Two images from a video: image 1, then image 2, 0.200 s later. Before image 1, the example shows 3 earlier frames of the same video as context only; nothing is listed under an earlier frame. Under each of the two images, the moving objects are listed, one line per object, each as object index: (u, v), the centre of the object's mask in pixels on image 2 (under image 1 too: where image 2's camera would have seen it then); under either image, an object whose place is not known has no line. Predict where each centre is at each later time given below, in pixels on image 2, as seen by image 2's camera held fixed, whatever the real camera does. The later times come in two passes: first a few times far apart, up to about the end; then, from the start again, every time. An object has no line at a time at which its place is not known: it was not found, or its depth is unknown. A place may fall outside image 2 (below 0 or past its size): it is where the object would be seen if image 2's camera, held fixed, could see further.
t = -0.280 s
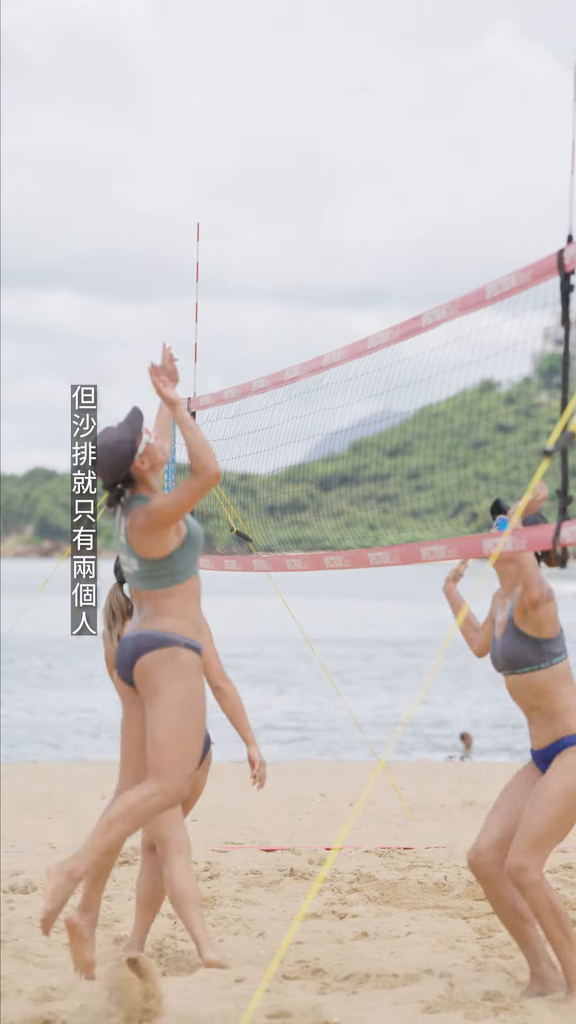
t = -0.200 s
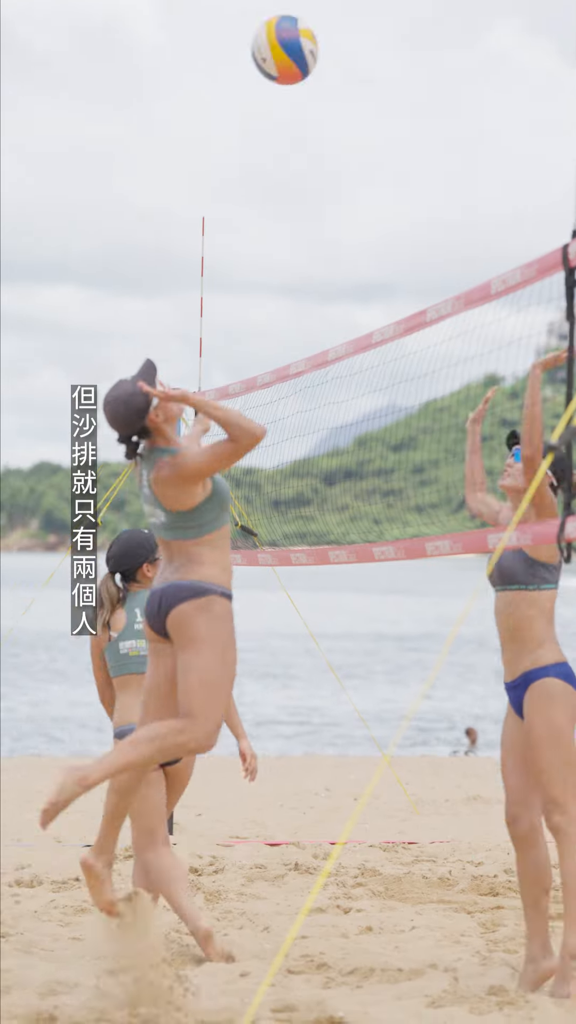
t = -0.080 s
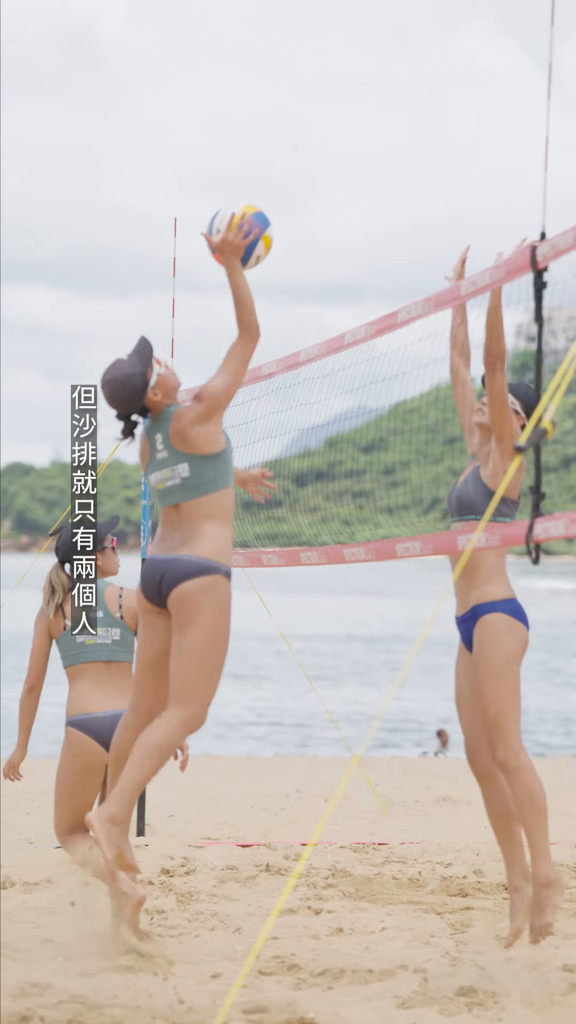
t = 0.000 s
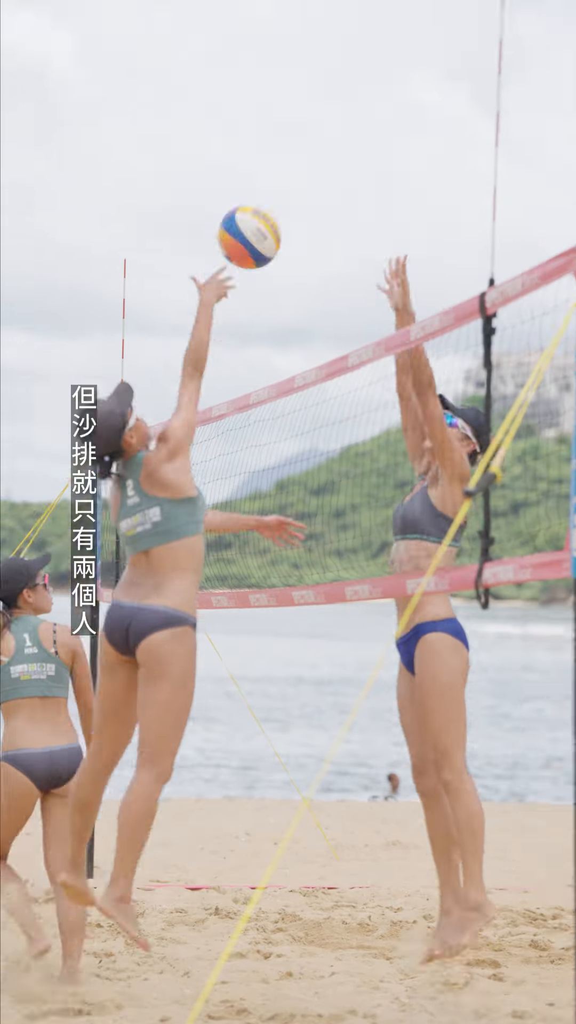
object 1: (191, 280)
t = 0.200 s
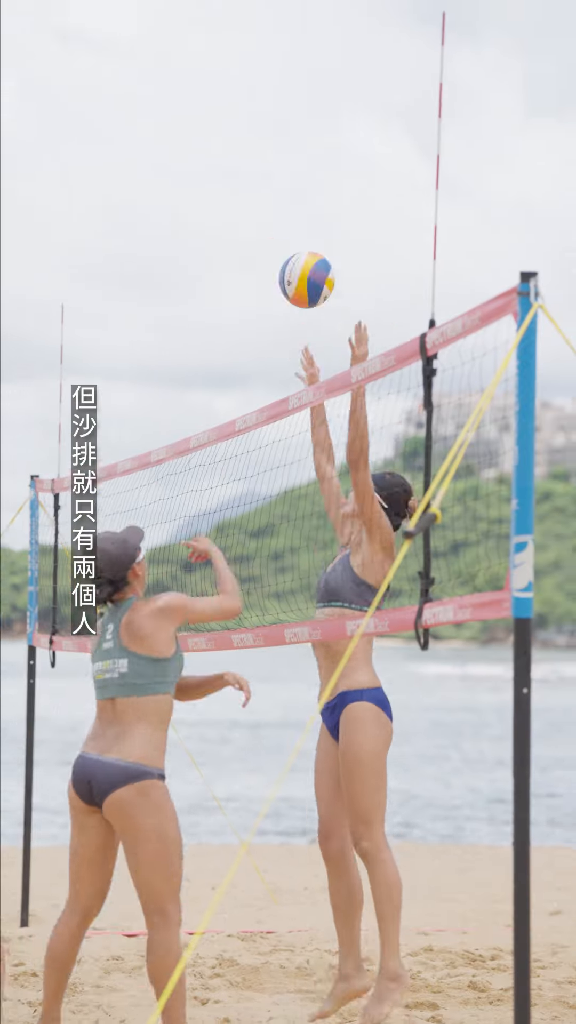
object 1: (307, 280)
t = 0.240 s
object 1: (326, 293)
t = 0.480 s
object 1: (420, 446)
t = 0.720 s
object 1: (484, 693)
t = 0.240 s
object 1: (326, 293)
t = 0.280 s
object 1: (344, 311)
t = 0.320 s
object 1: (361, 332)
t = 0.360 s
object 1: (373, 346)
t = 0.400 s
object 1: (395, 389)
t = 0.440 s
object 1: (405, 413)
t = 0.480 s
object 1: (420, 446)
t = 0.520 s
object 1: (434, 479)
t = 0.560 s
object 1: (450, 520)
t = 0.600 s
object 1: (456, 559)
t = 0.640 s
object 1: (464, 589)
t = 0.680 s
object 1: (476, 645)
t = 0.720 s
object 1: (484, 693)
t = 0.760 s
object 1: (492, 741)
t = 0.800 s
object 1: (499, 792)
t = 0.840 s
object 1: (503, 846)
